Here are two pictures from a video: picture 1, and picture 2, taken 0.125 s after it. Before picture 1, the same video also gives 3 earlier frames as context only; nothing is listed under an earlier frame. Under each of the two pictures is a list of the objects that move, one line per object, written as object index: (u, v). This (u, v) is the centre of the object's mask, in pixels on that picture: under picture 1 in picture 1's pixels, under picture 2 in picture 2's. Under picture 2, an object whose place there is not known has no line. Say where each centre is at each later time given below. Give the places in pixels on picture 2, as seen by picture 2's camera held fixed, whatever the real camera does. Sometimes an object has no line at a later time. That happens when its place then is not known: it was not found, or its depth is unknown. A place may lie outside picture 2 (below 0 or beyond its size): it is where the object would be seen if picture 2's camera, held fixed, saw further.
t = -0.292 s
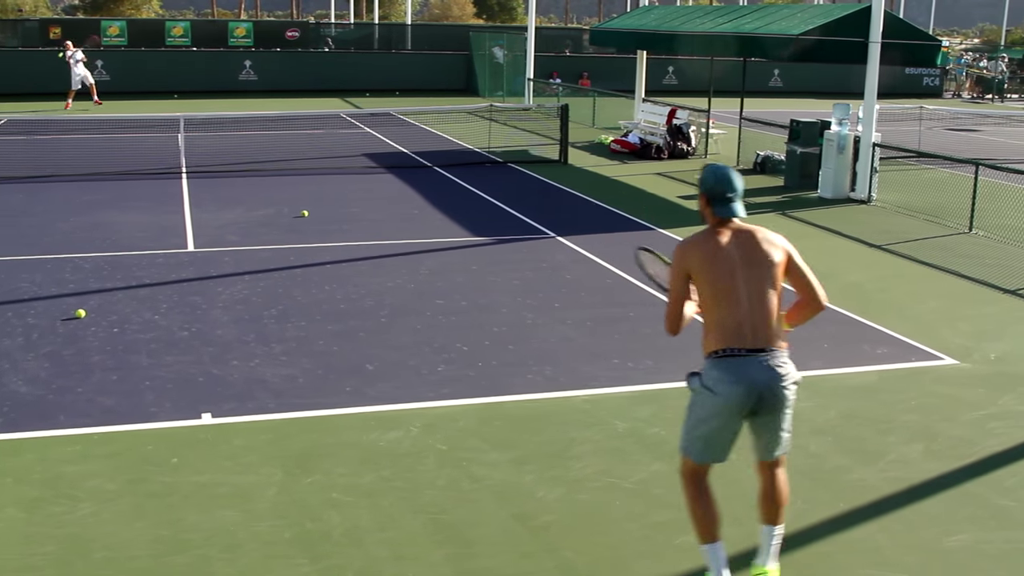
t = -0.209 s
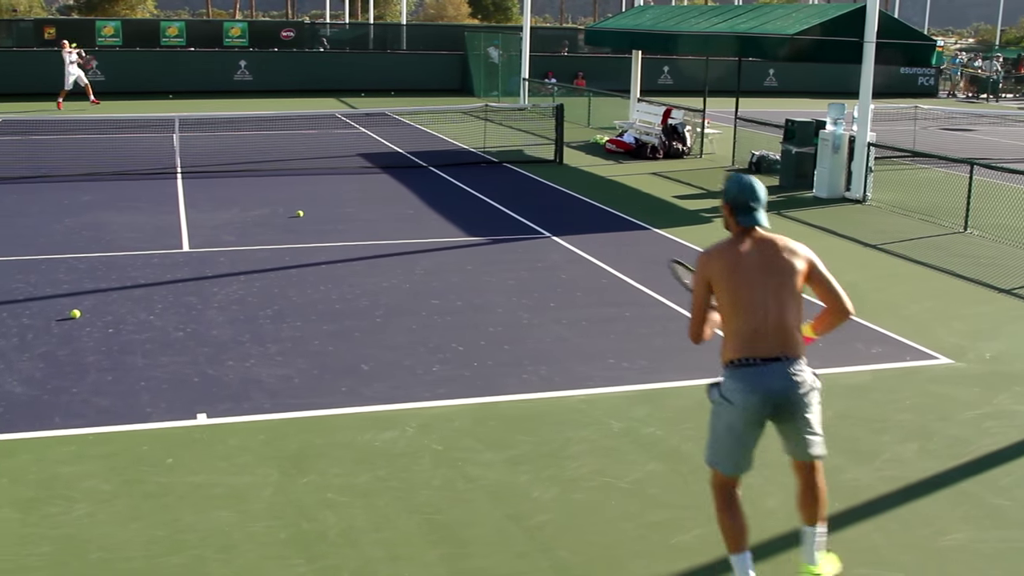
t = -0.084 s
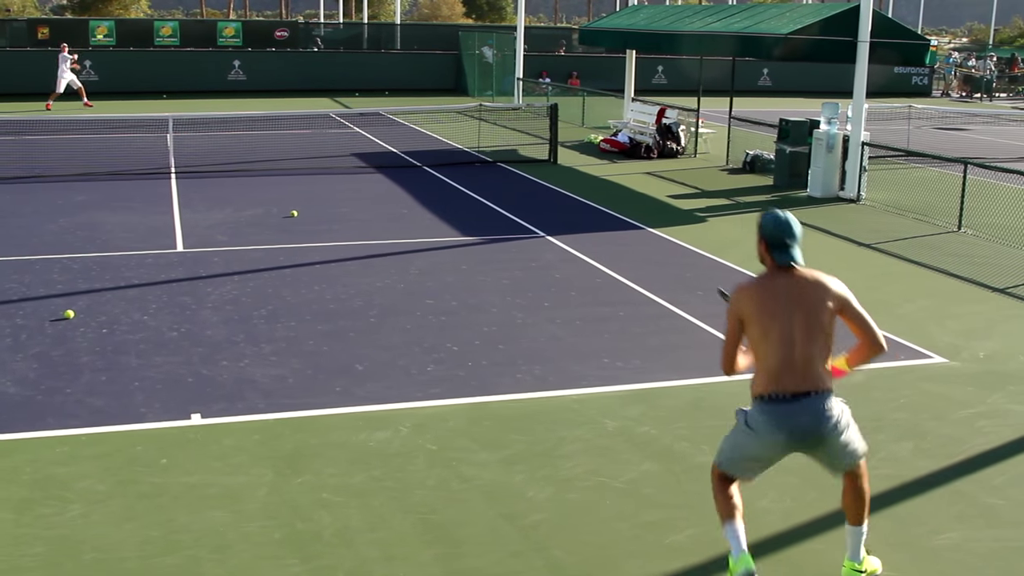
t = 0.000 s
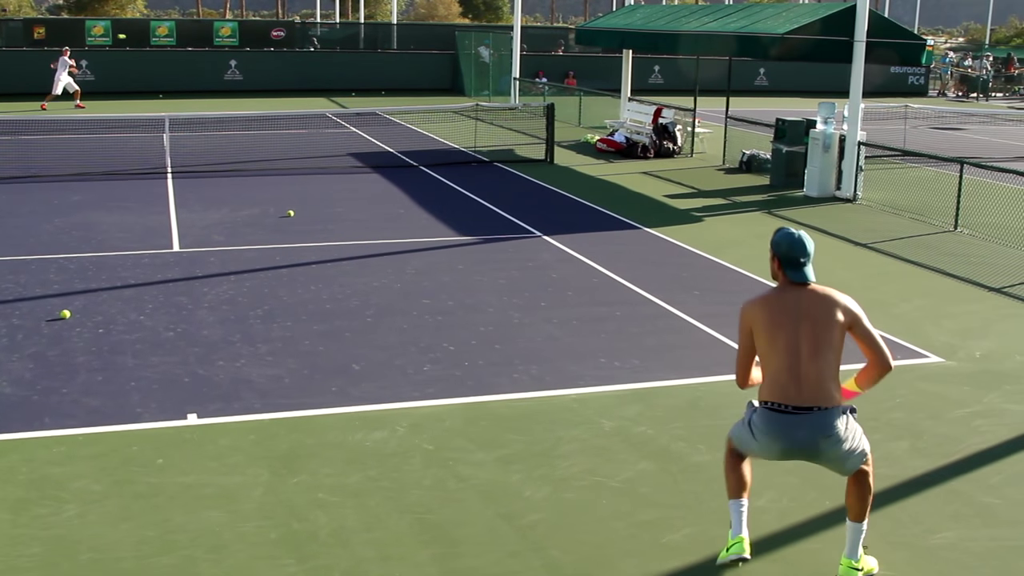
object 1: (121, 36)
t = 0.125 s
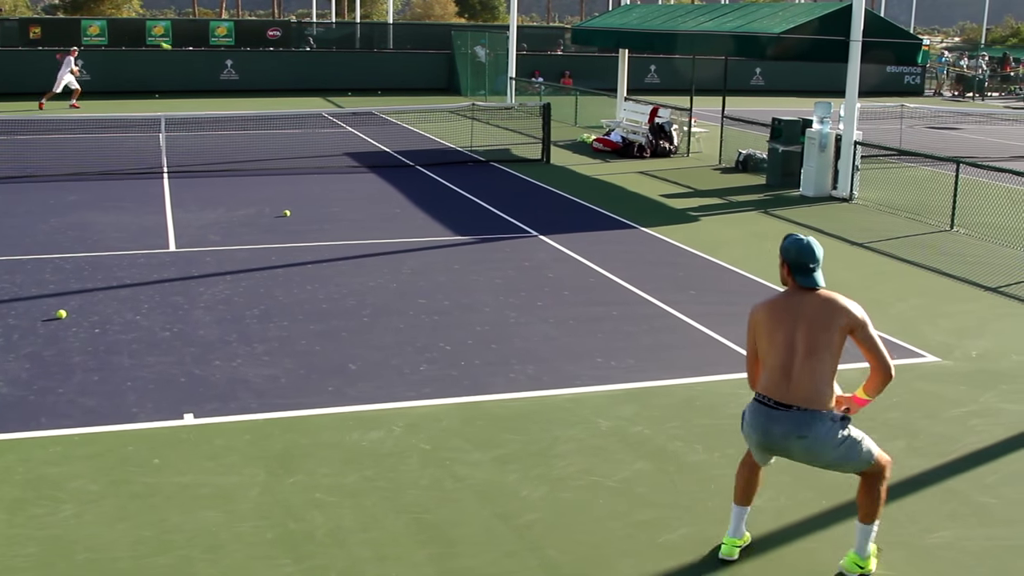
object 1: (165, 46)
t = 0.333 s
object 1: (281, 108)
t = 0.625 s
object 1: (594, 376)
